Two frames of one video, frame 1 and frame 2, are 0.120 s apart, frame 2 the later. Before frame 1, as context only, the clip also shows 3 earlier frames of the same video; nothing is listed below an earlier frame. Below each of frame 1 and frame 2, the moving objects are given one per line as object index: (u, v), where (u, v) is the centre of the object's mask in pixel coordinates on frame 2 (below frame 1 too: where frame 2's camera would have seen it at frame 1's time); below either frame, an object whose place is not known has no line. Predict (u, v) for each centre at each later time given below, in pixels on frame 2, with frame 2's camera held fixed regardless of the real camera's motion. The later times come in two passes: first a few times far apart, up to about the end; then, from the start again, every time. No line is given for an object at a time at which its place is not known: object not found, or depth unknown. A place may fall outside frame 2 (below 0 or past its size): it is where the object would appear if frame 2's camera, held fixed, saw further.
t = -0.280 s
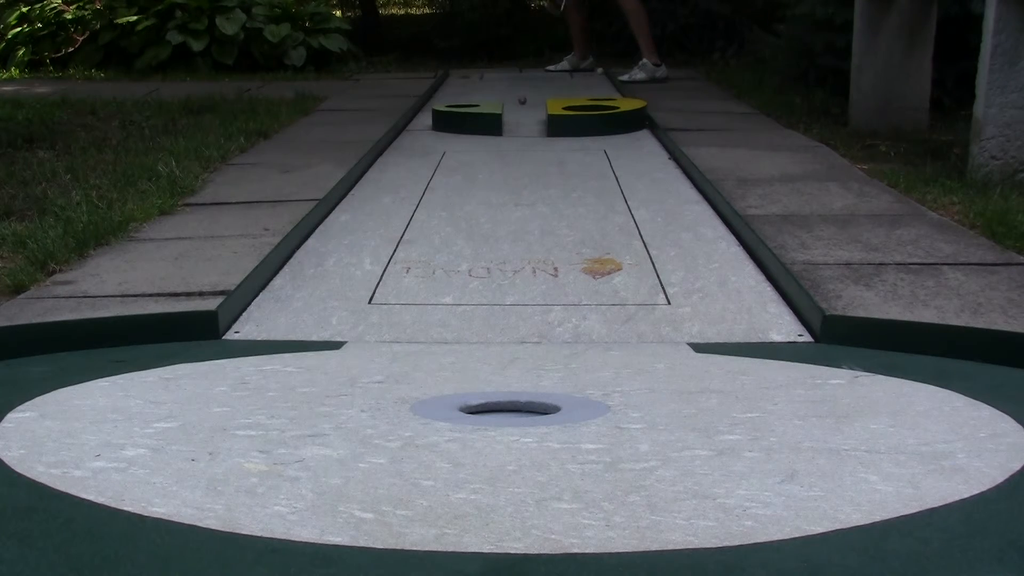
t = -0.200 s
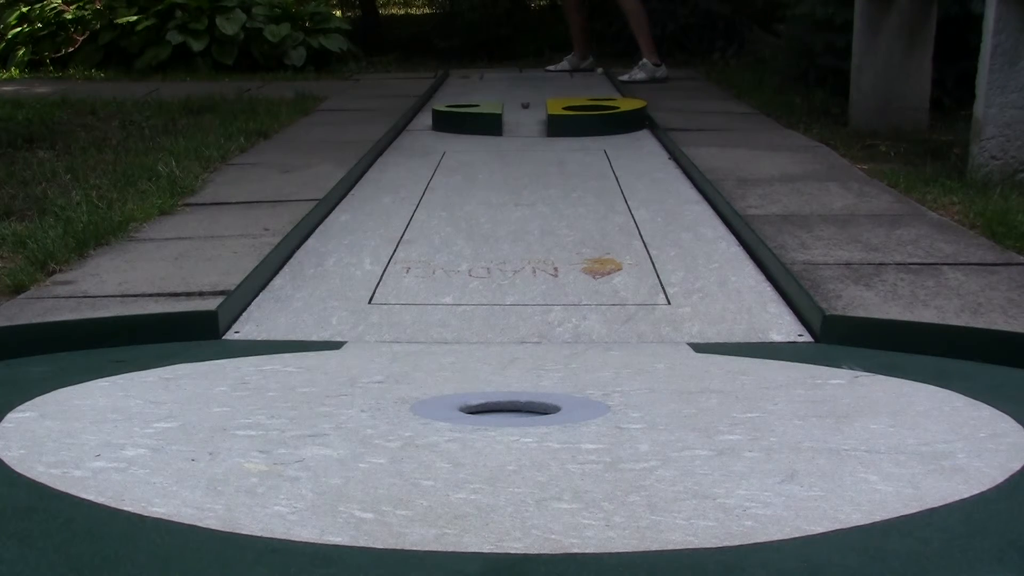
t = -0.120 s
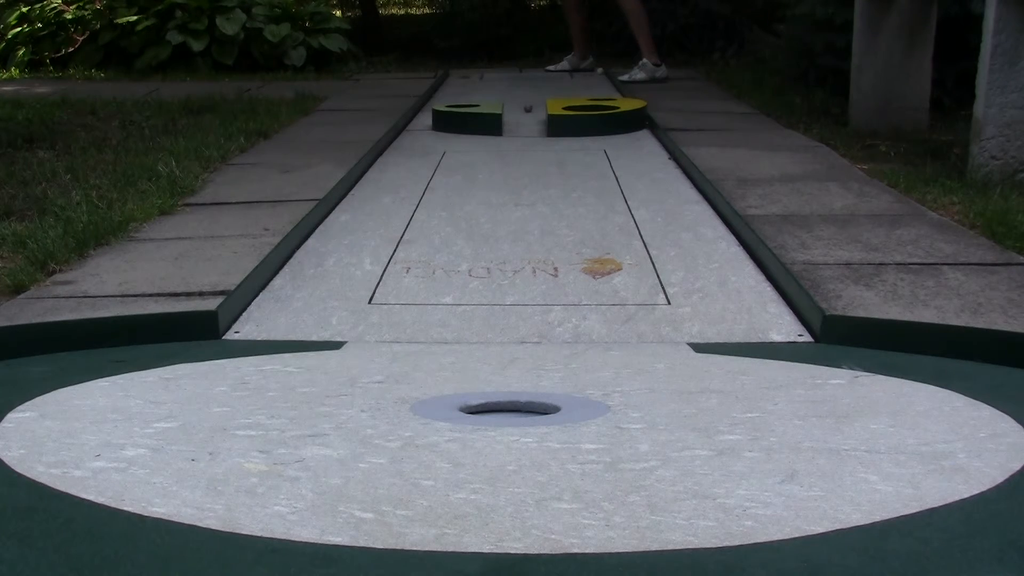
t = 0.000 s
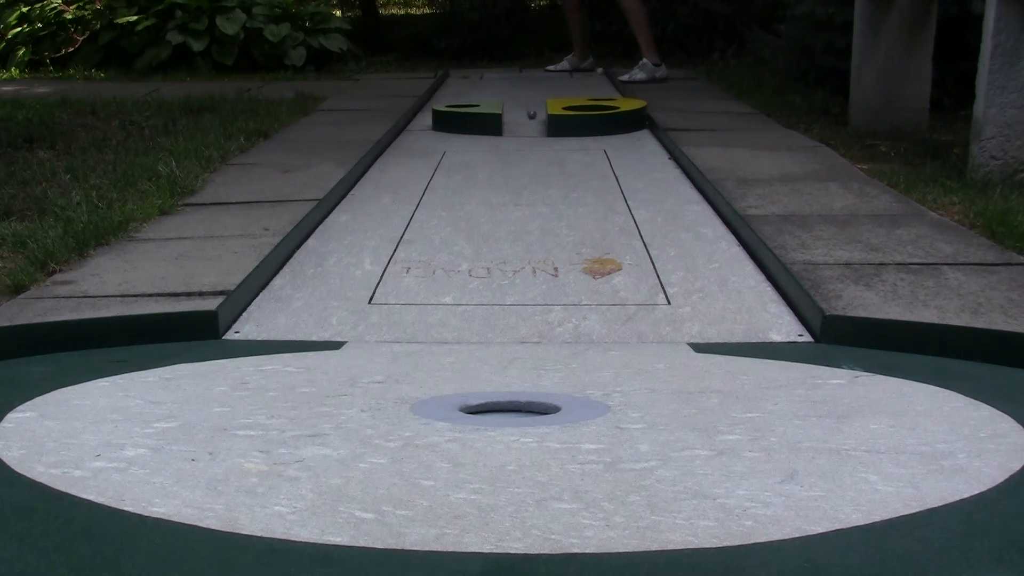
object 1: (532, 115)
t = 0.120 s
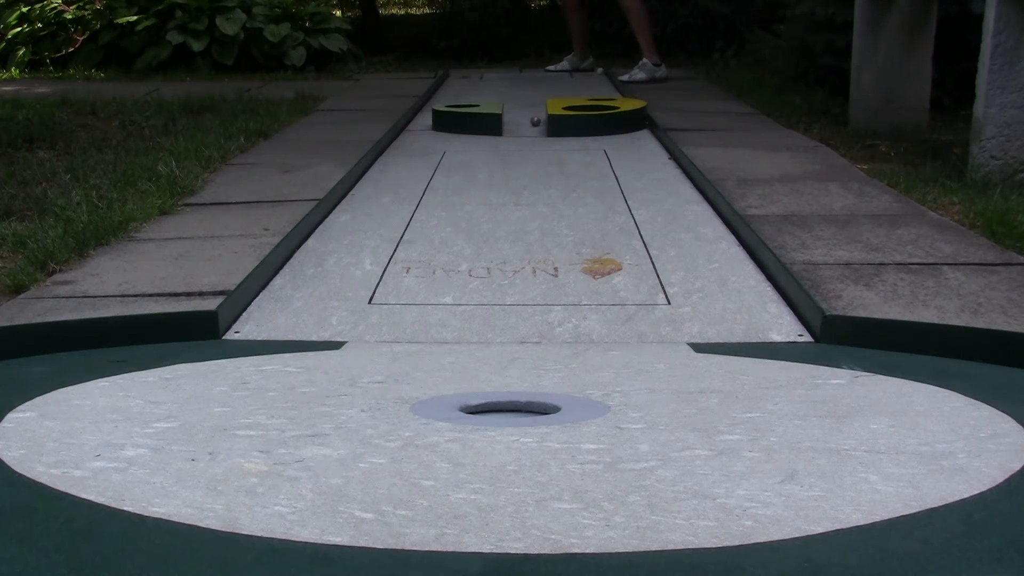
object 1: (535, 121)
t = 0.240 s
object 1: (539, 129)
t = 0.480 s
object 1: (545, 148)
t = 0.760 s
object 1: (550, 174)
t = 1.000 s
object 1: (554, 203)
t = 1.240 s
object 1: (558, 240)
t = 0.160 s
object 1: (537, 124)
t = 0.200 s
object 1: (538, 127)
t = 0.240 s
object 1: (539, 129)
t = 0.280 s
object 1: (540, 133)
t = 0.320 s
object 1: (541, 135)
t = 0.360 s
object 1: (542, 139)
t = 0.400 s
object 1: (543, 142)
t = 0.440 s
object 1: (544, 145)
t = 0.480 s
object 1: (545, 148)
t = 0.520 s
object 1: (545, 151)
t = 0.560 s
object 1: (546, 155)
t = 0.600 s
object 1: (547, 159)
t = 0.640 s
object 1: (548, 162)
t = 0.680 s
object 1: (549, 166)
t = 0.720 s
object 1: (549, 170)
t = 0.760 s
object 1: (550, 174)
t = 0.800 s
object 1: (551, 178)
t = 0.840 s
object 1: (552, 183)
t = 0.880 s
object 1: (552, 187)
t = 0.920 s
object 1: (553, 192)
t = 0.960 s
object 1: (554, 197)
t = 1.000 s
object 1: (554, 203)
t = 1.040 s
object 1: (555, 208)
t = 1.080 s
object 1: (555, 214)
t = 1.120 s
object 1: (556, 220)
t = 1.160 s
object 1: (557, 226)
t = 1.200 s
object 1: (557, 233)
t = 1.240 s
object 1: (558, 240)
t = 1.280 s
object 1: (558, 248)
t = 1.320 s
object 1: (559, 255)
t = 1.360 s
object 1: (559, 264)
